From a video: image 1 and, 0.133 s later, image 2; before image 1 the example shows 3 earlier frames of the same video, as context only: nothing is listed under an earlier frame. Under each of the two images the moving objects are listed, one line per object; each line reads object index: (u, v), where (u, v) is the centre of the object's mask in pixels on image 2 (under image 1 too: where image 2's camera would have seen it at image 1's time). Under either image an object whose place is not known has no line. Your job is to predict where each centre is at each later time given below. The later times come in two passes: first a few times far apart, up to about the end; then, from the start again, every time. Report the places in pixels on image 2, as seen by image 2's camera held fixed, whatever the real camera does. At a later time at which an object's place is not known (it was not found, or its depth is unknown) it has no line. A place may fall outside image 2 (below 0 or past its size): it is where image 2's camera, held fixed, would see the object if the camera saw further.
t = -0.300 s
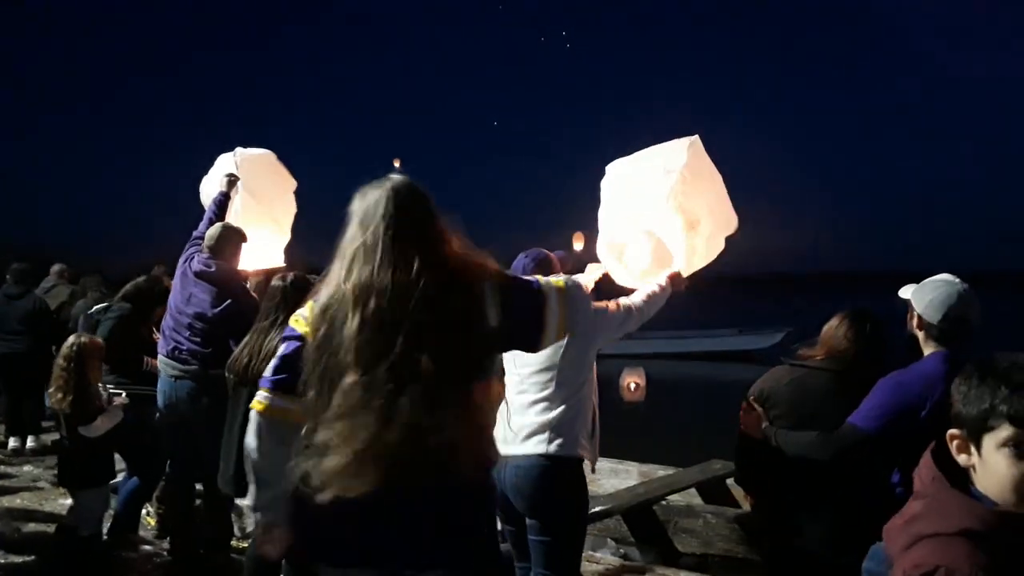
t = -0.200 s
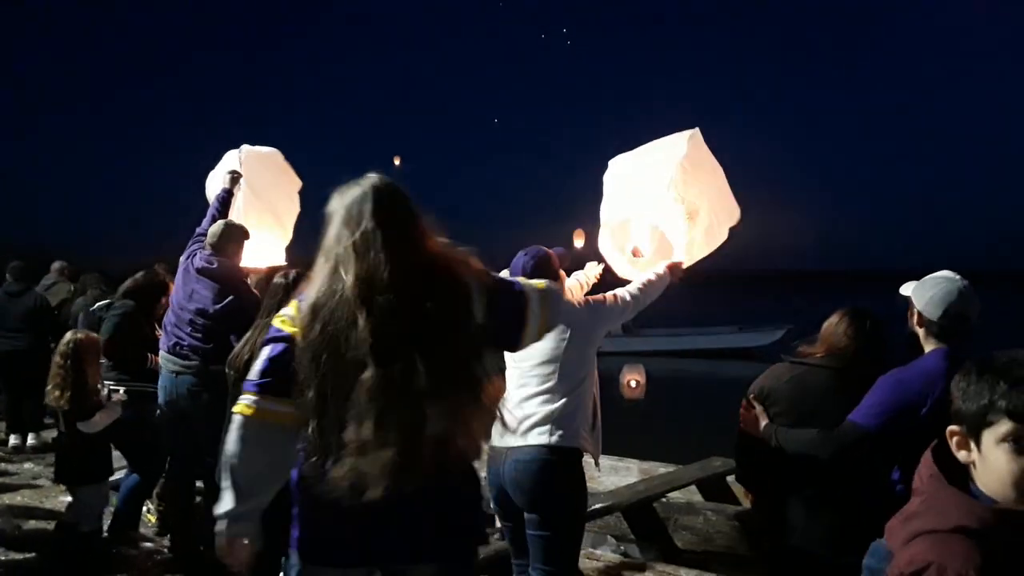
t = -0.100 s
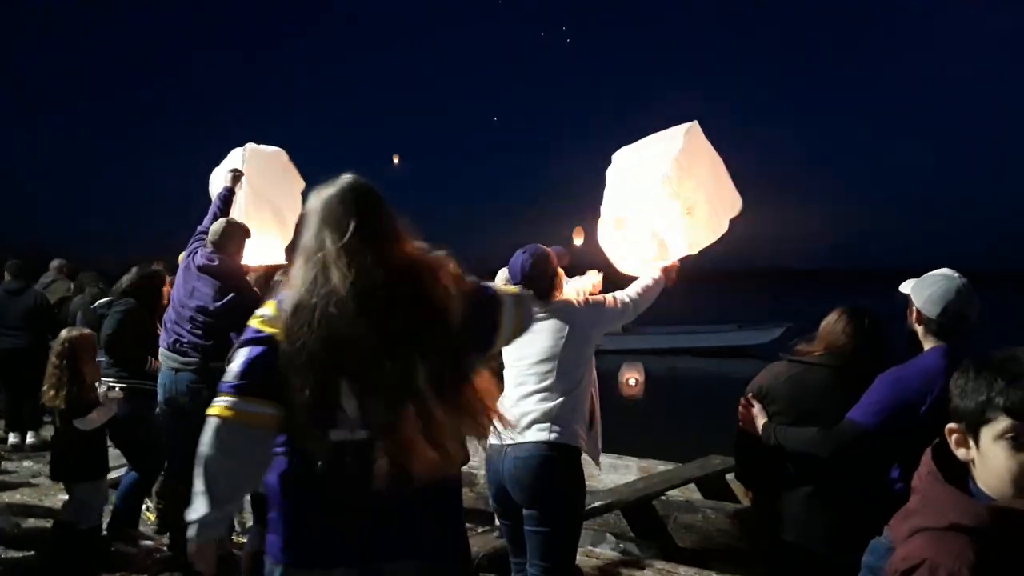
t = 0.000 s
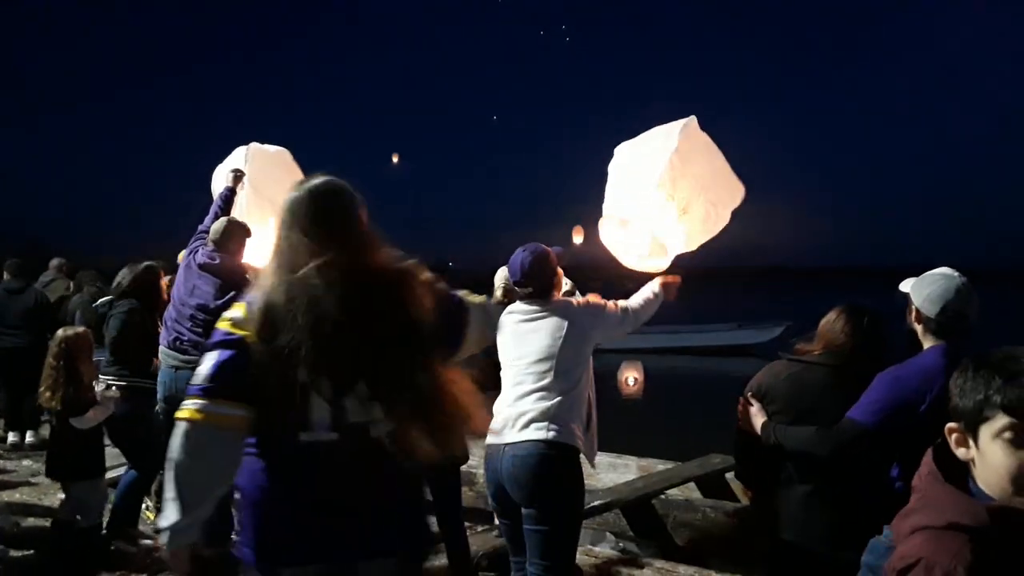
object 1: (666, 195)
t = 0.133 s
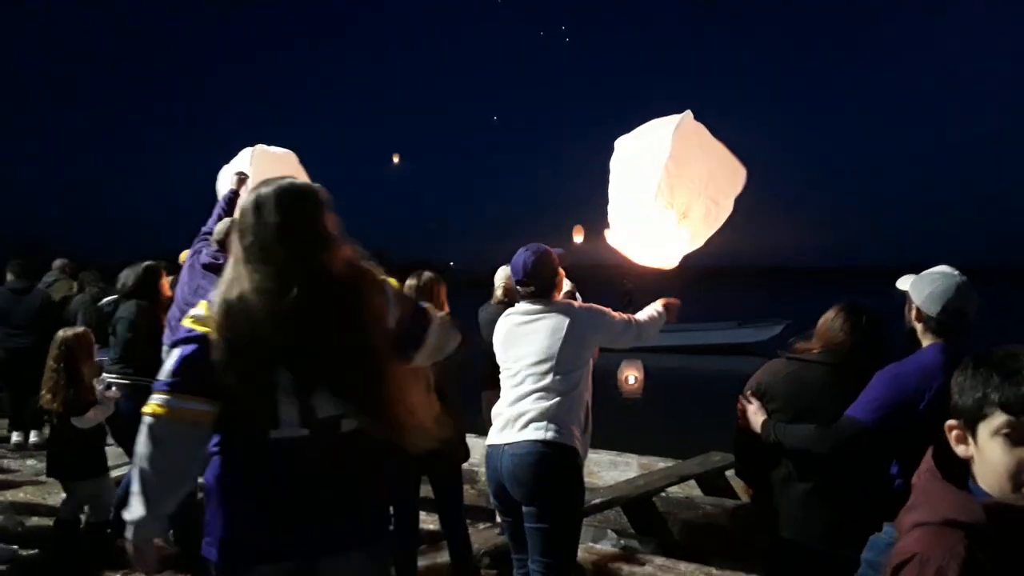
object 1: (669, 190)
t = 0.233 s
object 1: (672, 185)
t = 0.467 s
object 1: (675, 180)
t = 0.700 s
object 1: (677, 180)
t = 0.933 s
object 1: (678, 181)
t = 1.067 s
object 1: (677, 181)
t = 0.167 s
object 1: (670, 188)
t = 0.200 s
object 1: (671, 187)
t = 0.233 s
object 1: (672, 185)
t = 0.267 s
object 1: (673, 184)
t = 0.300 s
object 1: (674, 183)
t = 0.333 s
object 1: (675, 181)
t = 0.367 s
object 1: (675, 181)
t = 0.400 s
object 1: (675, 181)
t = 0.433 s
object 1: (675, 181)
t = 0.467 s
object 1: (675, 180)
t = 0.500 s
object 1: (675, 180)
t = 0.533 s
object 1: (675, 180)
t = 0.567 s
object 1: (676, 180)
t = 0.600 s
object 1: (676, 180)
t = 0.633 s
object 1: (677, 180)
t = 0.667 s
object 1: (677, 180)
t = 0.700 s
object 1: (677, 180)
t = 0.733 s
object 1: (677, 180)
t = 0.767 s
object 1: (678, 180)
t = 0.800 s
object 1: (678, 180)
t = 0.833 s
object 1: (678, 180)
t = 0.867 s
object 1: (678, 181)
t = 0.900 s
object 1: (678, 181)
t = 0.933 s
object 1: (678, 181)
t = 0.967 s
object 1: (678, 181)
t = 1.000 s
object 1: (677, 181)
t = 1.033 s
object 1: (677, 181)
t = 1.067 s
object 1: (677, 181)
